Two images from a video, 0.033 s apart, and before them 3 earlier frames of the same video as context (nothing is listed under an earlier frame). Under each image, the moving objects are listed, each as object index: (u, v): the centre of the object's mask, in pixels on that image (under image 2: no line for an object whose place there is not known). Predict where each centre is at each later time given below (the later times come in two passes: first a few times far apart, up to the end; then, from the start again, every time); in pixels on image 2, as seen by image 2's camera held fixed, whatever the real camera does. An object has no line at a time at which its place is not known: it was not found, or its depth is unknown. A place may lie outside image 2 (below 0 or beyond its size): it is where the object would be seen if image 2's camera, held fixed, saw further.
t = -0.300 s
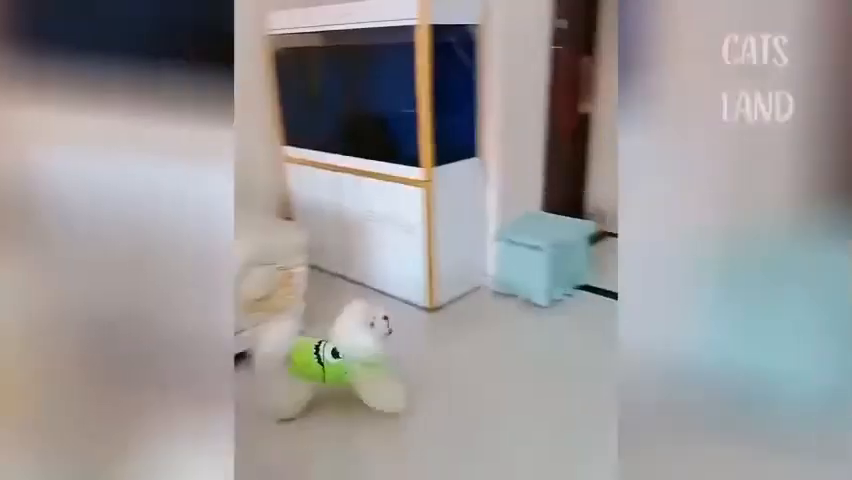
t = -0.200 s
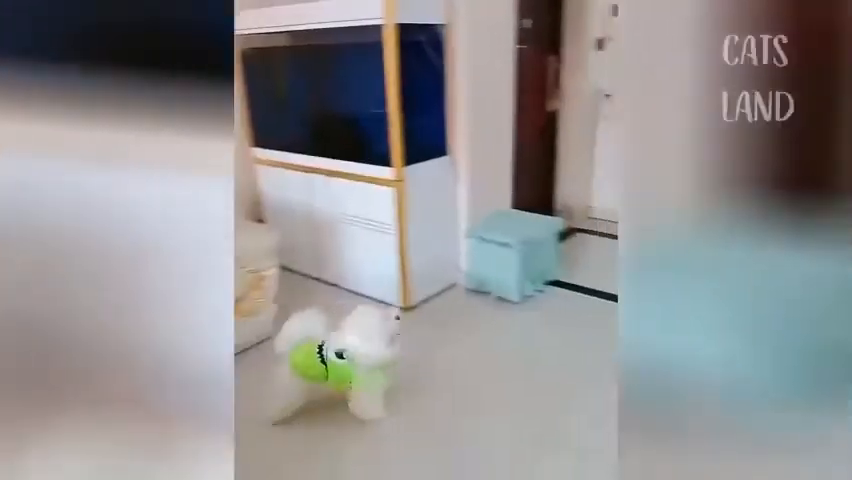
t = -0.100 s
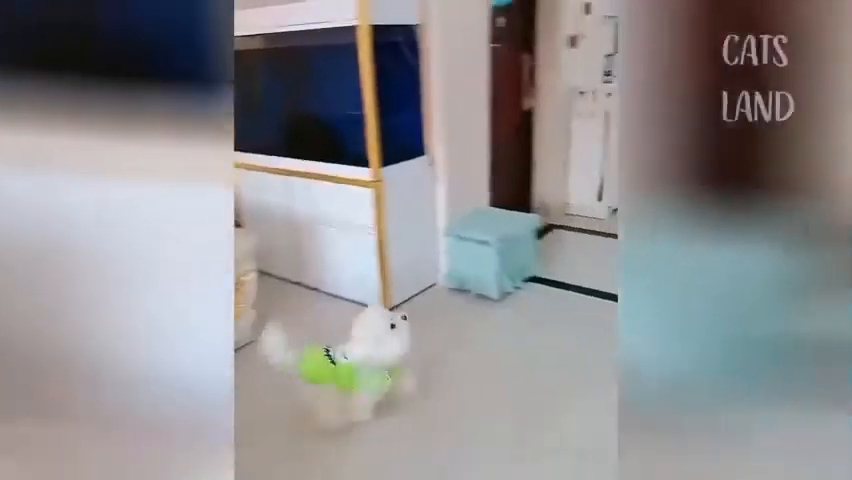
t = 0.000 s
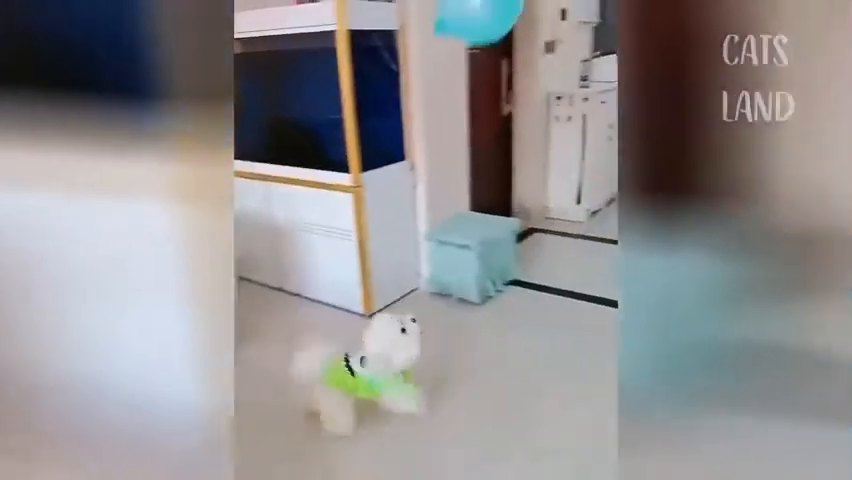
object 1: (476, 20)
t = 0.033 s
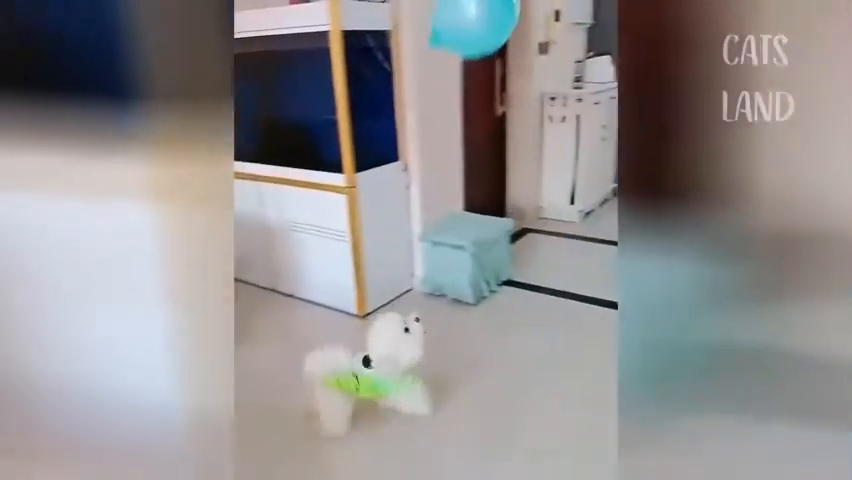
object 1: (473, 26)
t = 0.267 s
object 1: (475, 99)
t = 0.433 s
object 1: (466, 154)
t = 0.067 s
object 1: (475, 32)
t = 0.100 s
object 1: (476, 40)
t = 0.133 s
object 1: (477, 50)
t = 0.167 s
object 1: (477, 63)
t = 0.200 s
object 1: (476, 75)
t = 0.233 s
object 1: (476, 87)
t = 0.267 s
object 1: (475, 99)
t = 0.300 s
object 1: (474, 110)
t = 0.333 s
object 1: (472, 122)
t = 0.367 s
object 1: (470, 133)
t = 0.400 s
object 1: (468, 143)
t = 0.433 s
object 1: (466, 154)
